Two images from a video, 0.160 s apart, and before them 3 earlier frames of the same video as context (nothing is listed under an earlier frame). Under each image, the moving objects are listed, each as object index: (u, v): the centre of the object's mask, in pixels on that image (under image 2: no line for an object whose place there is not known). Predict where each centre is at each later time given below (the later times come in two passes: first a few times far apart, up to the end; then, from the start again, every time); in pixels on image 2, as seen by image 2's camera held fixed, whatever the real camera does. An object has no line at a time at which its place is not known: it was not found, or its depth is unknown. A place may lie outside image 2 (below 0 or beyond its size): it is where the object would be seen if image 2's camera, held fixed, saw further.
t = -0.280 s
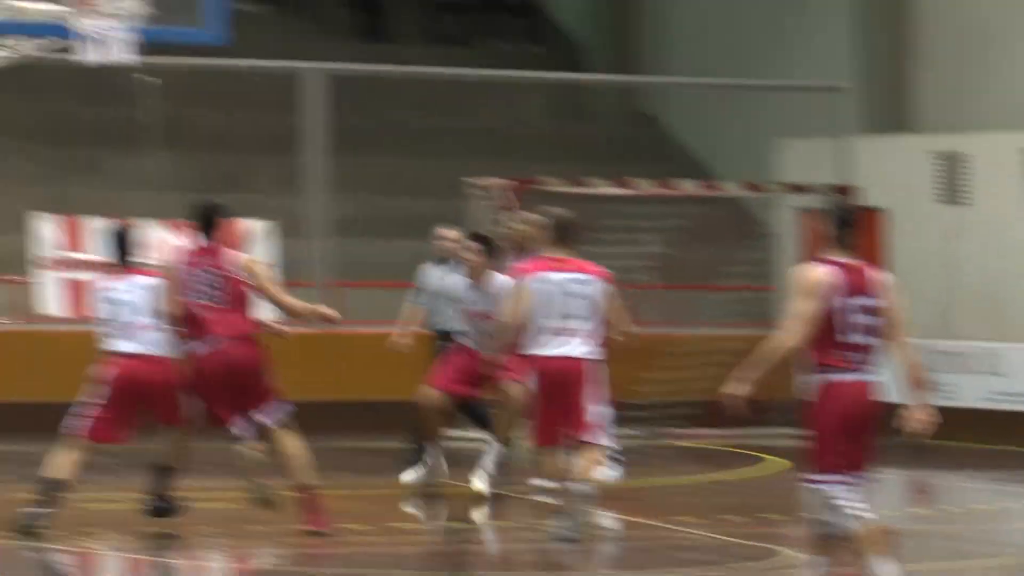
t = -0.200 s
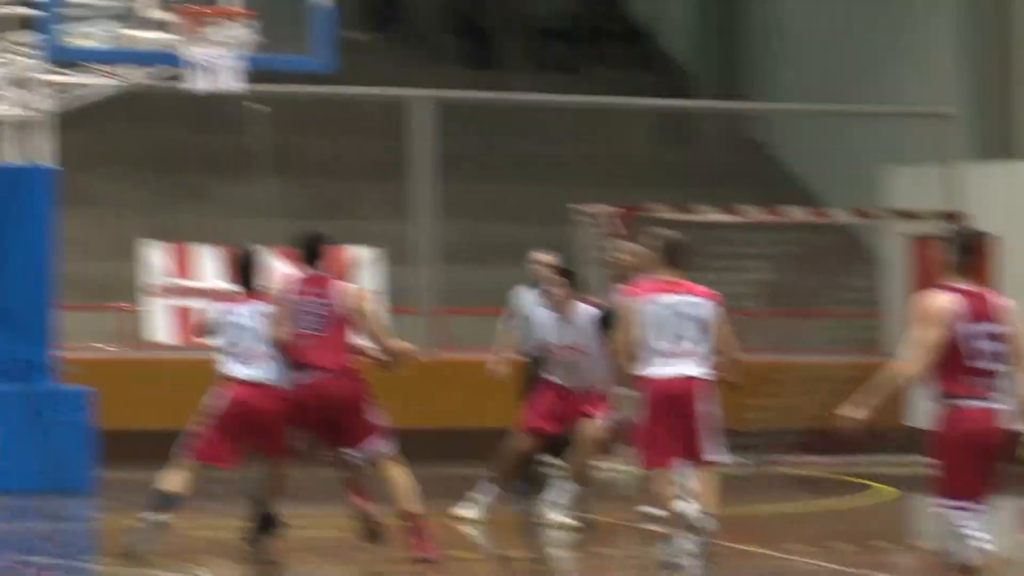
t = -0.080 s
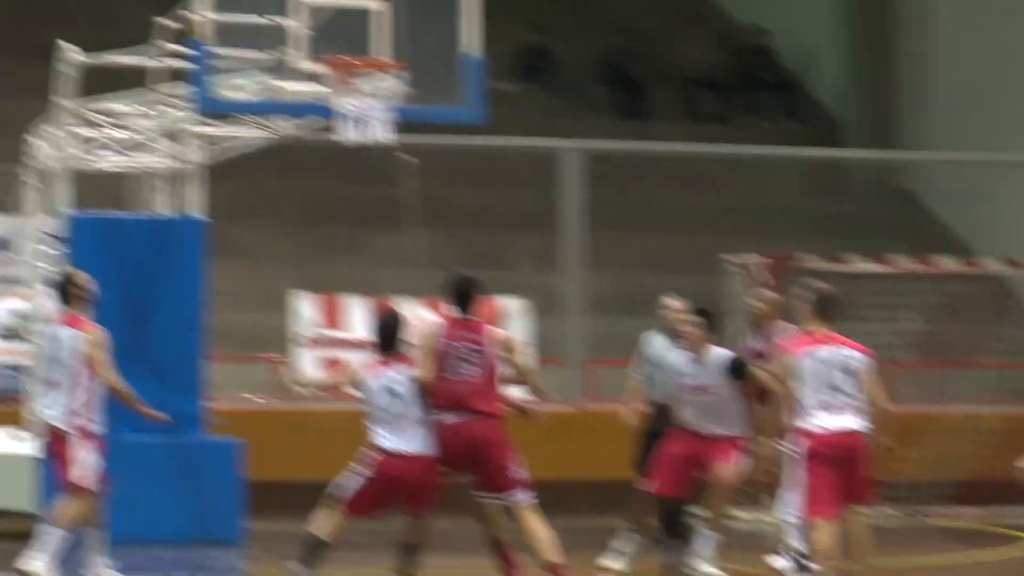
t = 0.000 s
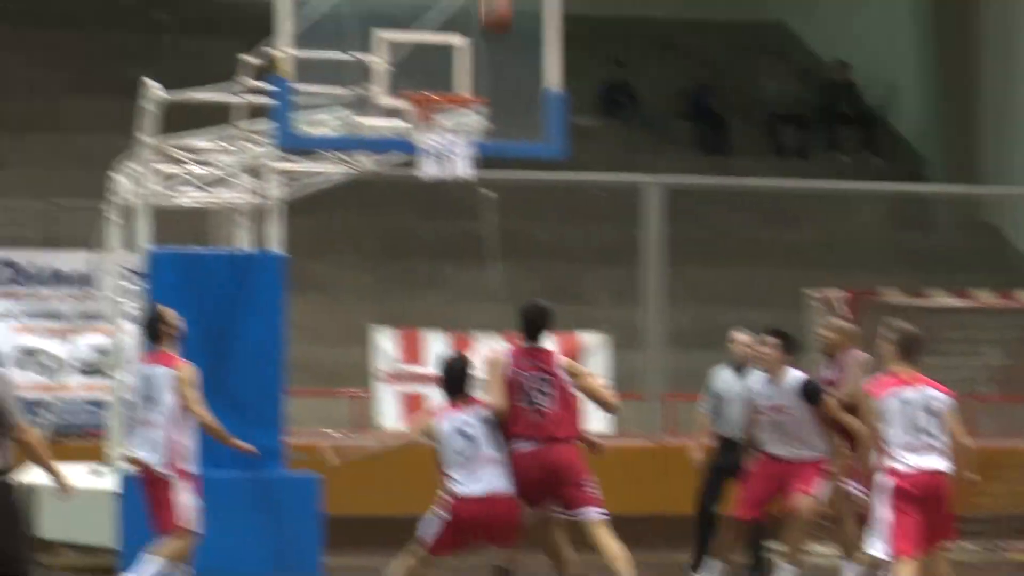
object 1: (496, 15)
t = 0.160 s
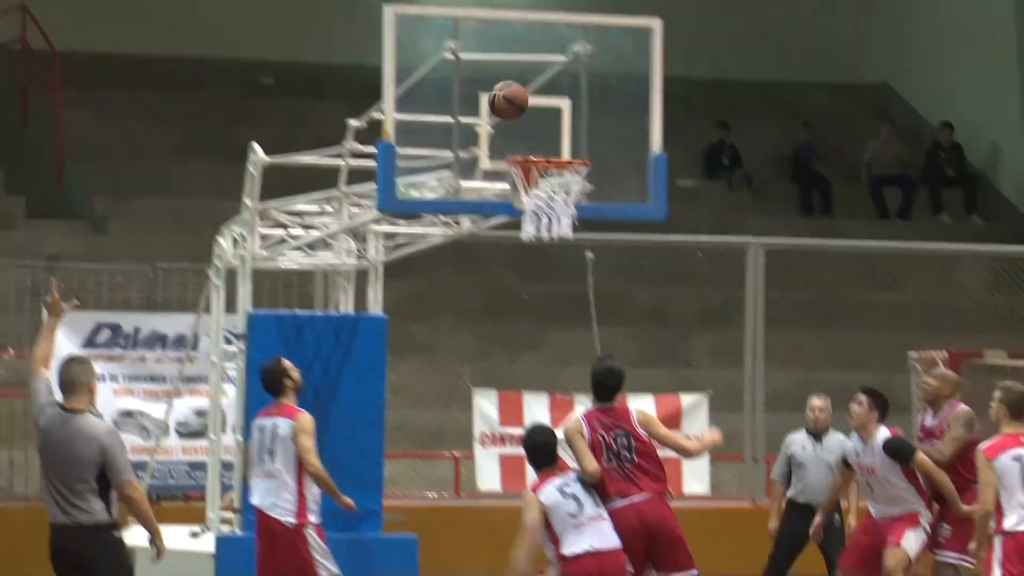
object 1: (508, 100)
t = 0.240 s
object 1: (490, 72)
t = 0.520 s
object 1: (511, 33)
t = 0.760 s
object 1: (530, 103)
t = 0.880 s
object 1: (540, 174)
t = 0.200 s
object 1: (499, 84)
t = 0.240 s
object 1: (490, 72)
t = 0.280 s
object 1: (492, 58)
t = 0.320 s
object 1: (495, 48)
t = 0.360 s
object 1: (499, 40)
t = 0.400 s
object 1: (502, 35)
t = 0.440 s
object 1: (505, 32)
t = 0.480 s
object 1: (508, 32)
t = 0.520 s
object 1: (511, 33)
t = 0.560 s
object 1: (515, 38)
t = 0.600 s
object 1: (517, 45)
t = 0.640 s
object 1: (521, 55)
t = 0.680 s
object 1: (524, 68)
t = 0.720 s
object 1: (527, 83)
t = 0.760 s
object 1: (530, 103)
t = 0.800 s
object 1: (534, 125)
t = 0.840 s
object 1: (537, 146)
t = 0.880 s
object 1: (540, 174)
